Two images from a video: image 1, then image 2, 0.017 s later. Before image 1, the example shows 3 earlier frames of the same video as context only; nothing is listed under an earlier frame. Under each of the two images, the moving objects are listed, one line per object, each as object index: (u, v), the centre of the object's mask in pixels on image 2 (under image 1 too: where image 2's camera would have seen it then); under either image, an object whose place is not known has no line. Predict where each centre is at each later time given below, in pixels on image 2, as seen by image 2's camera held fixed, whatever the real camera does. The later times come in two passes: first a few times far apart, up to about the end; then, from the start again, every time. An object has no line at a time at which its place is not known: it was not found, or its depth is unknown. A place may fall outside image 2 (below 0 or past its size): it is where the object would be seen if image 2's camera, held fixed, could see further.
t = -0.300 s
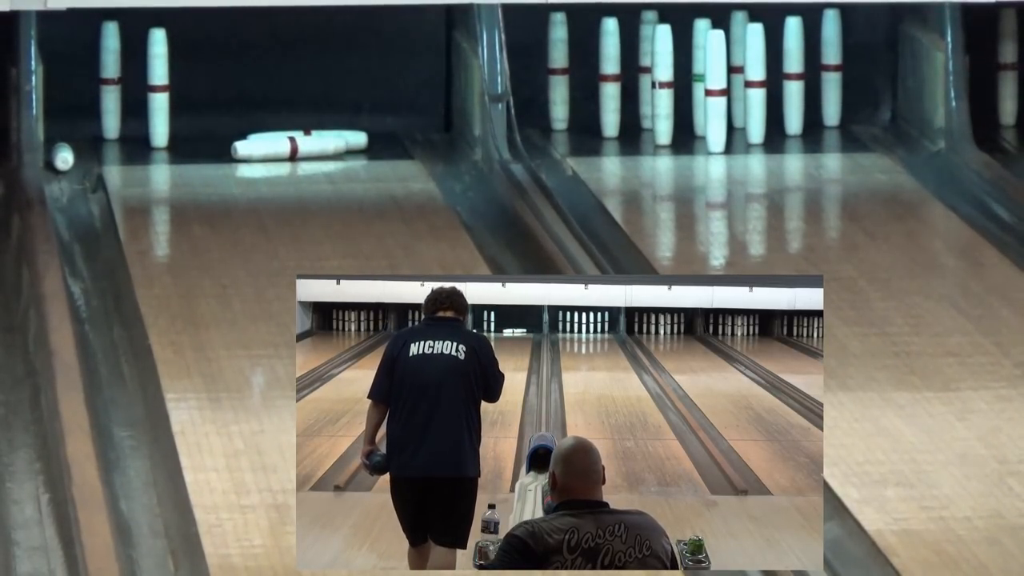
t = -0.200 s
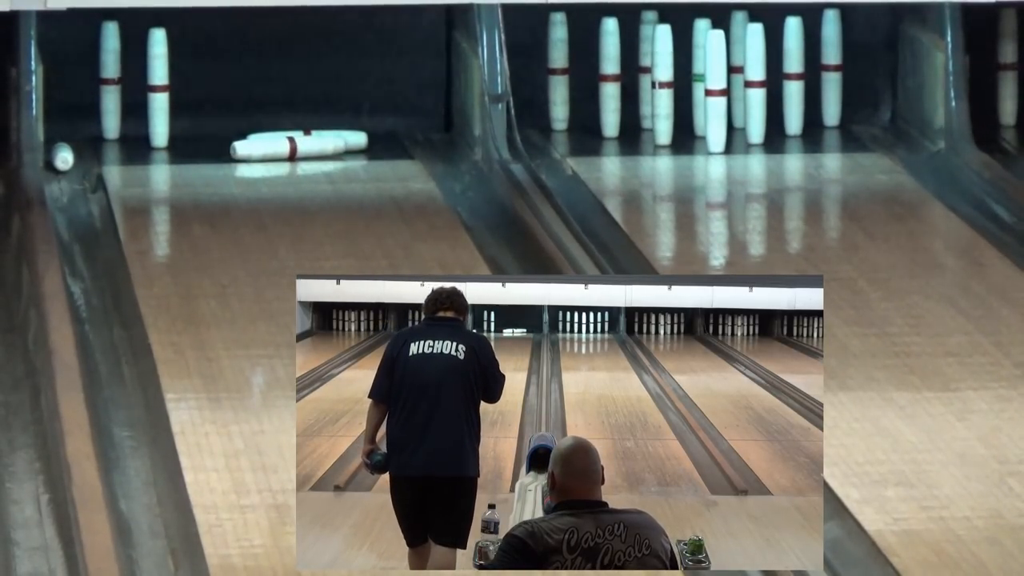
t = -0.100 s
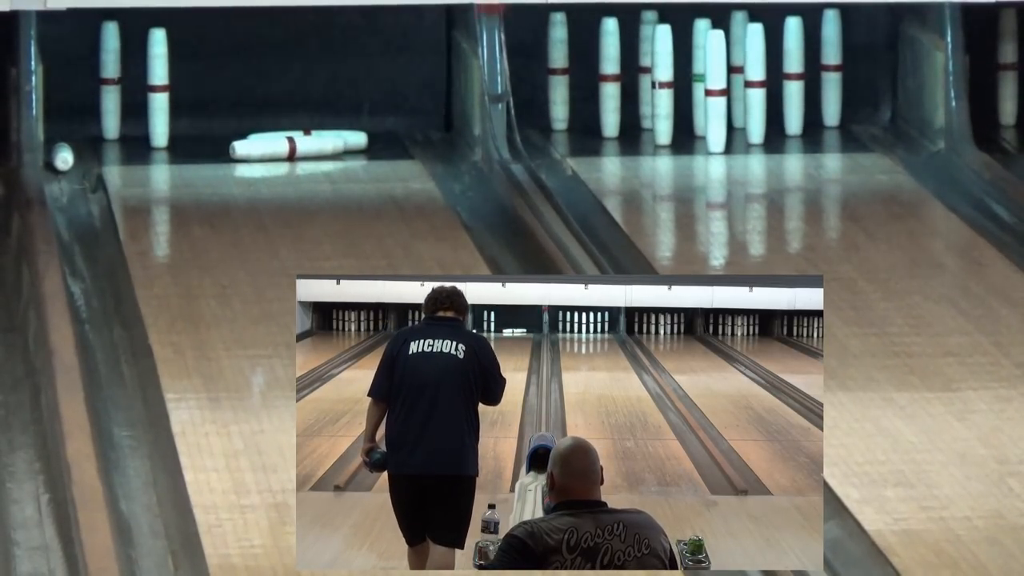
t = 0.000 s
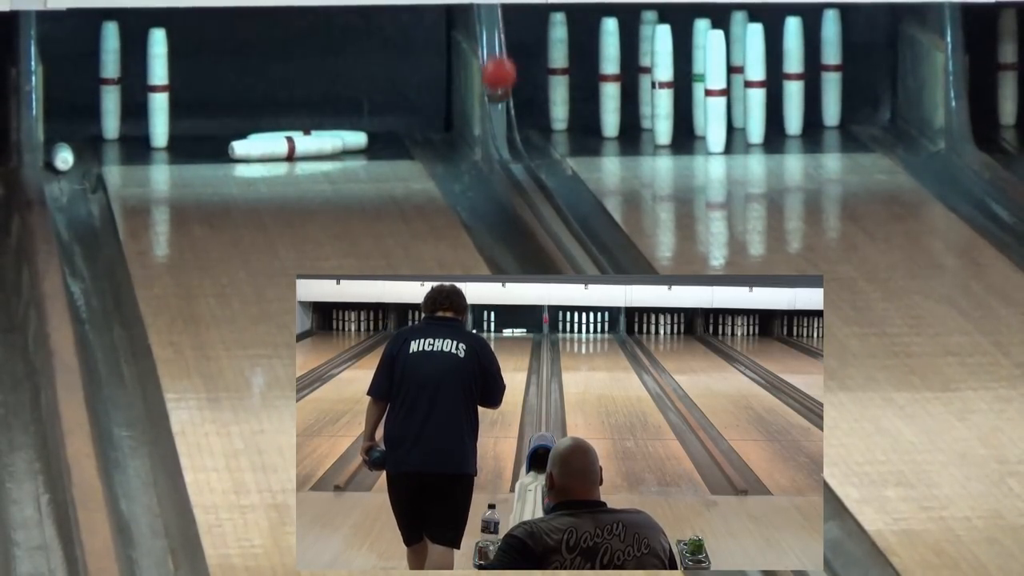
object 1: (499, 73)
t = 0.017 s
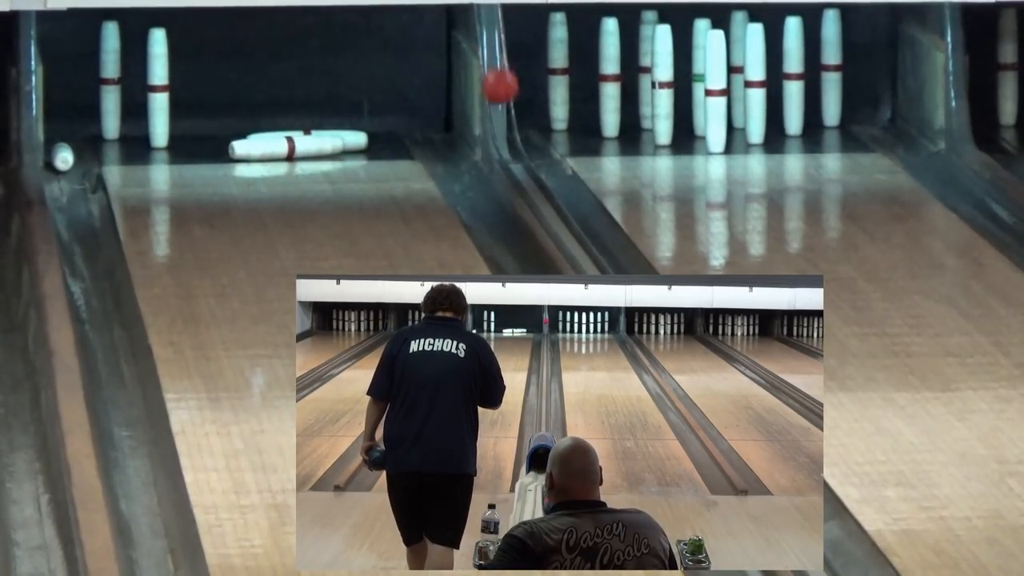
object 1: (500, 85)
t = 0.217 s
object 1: (515, 145)
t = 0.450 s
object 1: (532, 167)
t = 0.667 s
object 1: (549, 191)
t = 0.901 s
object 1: (569, 216)
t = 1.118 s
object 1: (588, 240)
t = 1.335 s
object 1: (608, 262)
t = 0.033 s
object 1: (502, 96)
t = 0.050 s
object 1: (504, 105)
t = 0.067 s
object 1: (504, 113)
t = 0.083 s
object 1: (506, 120)
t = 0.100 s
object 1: (508, 126)
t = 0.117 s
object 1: (508, 129)
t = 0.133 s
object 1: (509, 131)
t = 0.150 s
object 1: (511, 134)
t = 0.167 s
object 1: (512, 137)
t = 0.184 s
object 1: (513, 139)
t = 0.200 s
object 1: (514, 142)
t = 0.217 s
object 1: (515, 145)
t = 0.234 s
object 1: (516, 146)
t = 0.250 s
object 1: (518, 147)
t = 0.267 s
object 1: (521, 149)
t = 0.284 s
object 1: (522, 150)
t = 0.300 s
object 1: (523, 152)
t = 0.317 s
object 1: (524, 154)
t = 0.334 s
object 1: (525, 156)
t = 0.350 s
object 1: (525, 158)
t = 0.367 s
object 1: (526, 159)
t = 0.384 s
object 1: (527, 161)
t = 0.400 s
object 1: (528, 163)
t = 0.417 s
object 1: (530, 164)
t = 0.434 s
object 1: (531, 166)
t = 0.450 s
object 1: (532, 167)
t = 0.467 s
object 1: (533, 170)
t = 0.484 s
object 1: (535, 171)
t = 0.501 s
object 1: (536, 172)
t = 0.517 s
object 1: (537, 174)
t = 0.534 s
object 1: (539, 176)
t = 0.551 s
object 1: (540, 177)
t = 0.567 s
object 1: (542, 180)
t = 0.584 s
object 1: (543, 181)
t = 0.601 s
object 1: (544, 183)
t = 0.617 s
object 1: (545, 185)
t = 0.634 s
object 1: (546, 187)
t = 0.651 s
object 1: (548, 188)
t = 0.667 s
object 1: (549, 191)
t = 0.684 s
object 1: (550, 192)
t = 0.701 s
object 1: (553, 194)
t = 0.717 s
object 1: (554, 196)
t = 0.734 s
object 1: (556, 197)
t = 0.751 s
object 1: (557, 199)
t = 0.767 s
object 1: (558, 201)
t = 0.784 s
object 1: (560, 203)
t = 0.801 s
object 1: (561, 205)
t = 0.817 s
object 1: (562, 206)
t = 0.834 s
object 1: (564, 209)
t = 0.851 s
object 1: (565, 211)
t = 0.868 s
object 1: (567, 213)
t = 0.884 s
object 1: (568, 214)
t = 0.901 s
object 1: (569, 216)
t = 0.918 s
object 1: (571, 218)
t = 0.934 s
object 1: (572, 219)
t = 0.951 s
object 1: (573, 221)
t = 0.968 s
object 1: (575, 223)
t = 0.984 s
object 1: (576, 225)
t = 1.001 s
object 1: (578, 227)
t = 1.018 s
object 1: (579, 229)
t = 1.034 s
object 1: (581, 231)
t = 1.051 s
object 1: (582, 232)
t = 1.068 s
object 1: (584, 235)
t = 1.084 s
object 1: (585, 237)
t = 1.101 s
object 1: (587, 238)
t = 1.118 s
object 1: (588, 240)
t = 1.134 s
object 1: (589, 242)
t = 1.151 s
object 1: (590, 244)
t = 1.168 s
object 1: (592, 246)
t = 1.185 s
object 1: (594, 248)
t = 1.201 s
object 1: (595, 250)
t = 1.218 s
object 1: (597, 253)
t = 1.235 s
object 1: (598, 254)
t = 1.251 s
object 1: (600, 256)
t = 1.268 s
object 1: (602, 257)
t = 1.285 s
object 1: (603, 259)
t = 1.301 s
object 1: (605, 260)
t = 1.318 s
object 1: (606, 261)
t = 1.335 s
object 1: (608, 262)
